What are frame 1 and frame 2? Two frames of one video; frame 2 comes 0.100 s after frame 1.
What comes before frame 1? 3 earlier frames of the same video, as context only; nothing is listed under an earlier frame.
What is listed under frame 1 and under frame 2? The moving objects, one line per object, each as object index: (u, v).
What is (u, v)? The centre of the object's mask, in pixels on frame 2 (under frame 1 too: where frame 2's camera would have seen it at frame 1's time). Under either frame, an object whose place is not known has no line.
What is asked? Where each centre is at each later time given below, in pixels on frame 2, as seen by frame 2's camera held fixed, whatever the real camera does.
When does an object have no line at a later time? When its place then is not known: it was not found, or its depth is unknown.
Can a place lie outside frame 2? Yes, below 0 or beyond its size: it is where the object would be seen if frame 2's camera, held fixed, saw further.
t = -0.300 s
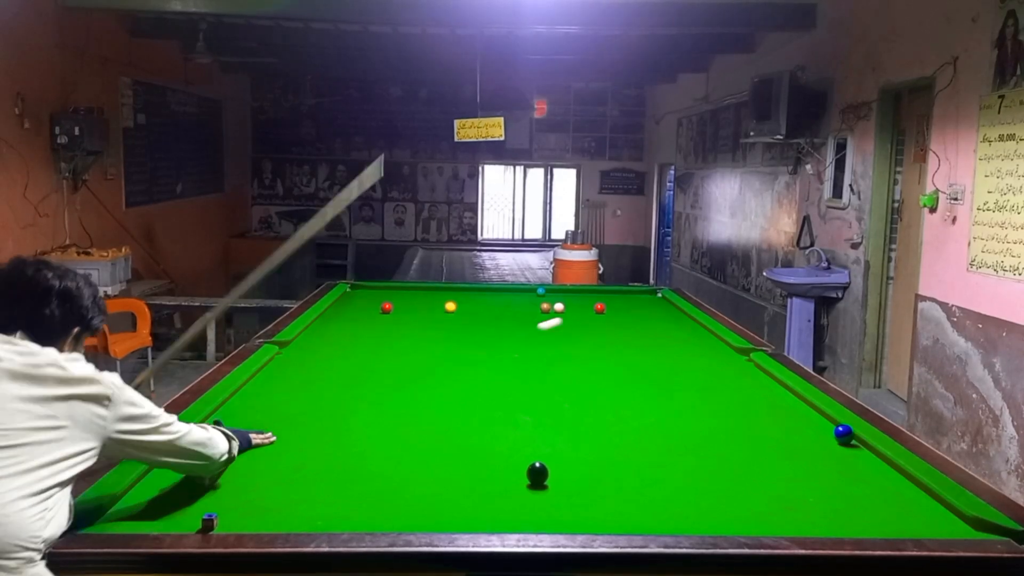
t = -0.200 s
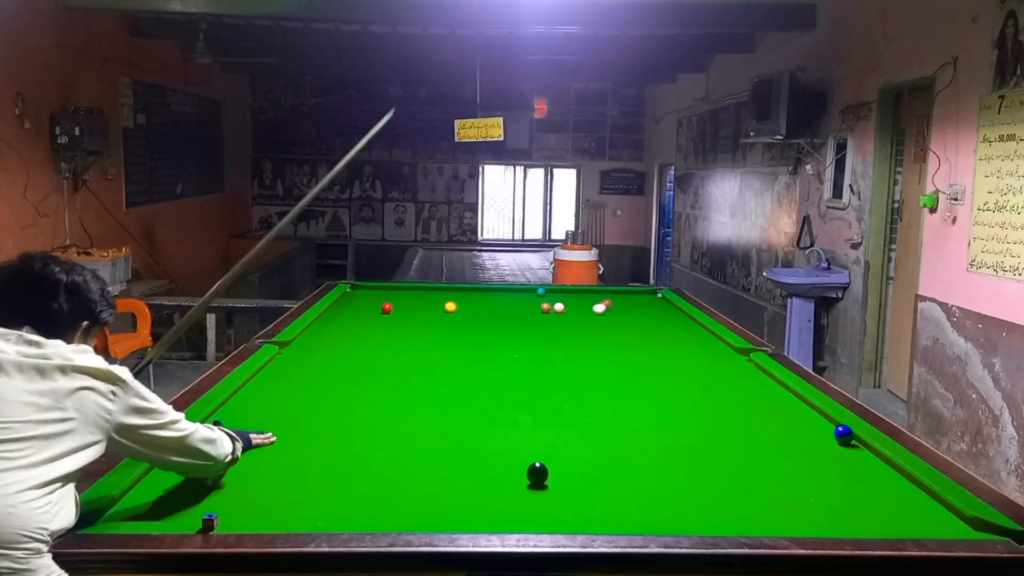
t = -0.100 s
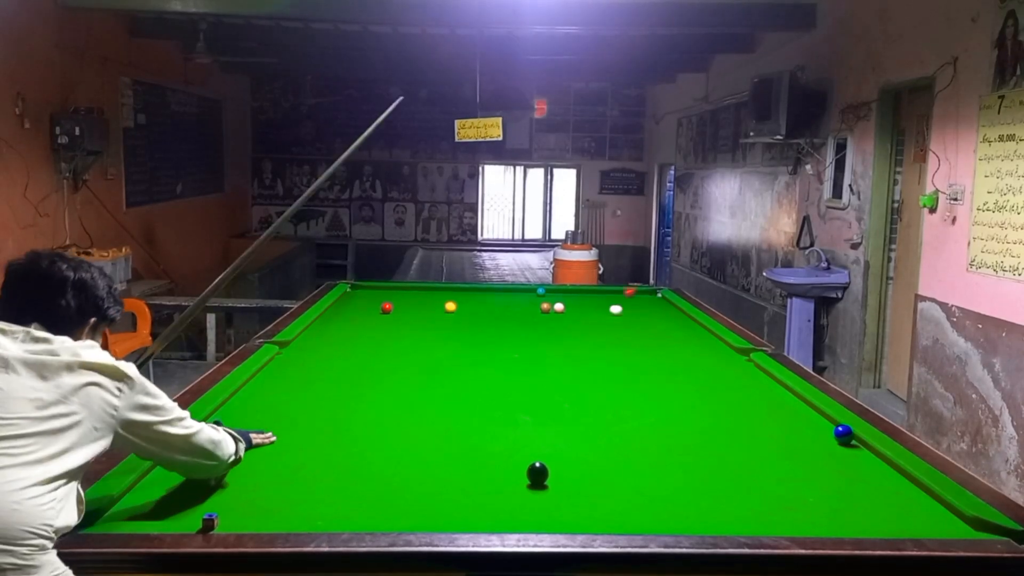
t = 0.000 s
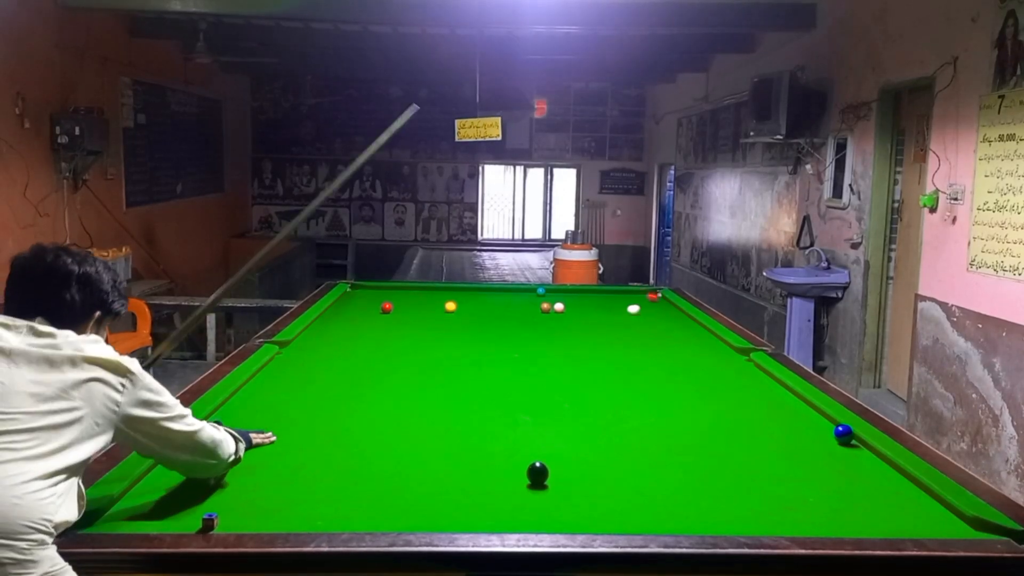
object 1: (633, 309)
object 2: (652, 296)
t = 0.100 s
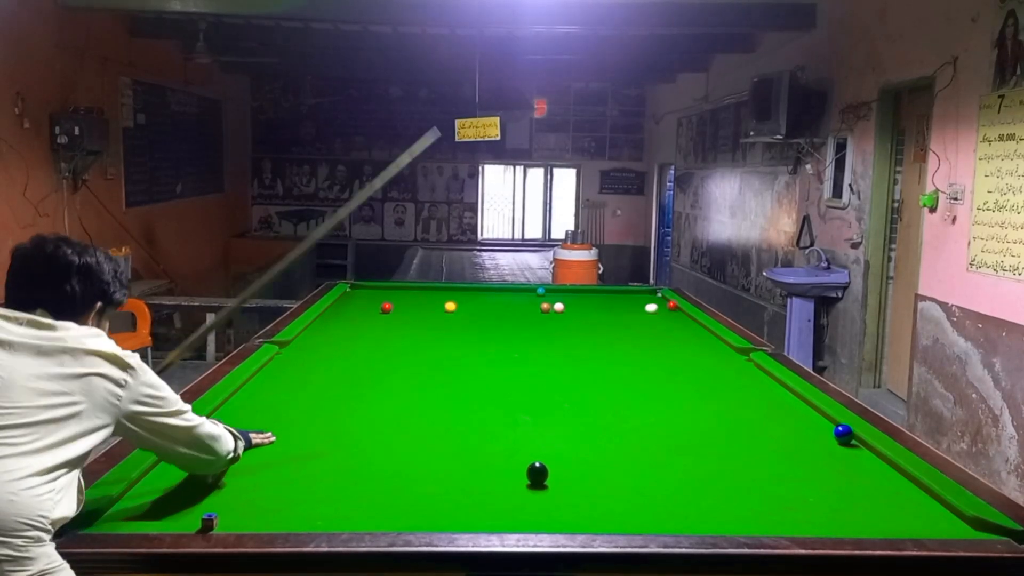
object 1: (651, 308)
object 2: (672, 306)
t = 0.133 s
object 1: (657, 308)
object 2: (673, 308)
